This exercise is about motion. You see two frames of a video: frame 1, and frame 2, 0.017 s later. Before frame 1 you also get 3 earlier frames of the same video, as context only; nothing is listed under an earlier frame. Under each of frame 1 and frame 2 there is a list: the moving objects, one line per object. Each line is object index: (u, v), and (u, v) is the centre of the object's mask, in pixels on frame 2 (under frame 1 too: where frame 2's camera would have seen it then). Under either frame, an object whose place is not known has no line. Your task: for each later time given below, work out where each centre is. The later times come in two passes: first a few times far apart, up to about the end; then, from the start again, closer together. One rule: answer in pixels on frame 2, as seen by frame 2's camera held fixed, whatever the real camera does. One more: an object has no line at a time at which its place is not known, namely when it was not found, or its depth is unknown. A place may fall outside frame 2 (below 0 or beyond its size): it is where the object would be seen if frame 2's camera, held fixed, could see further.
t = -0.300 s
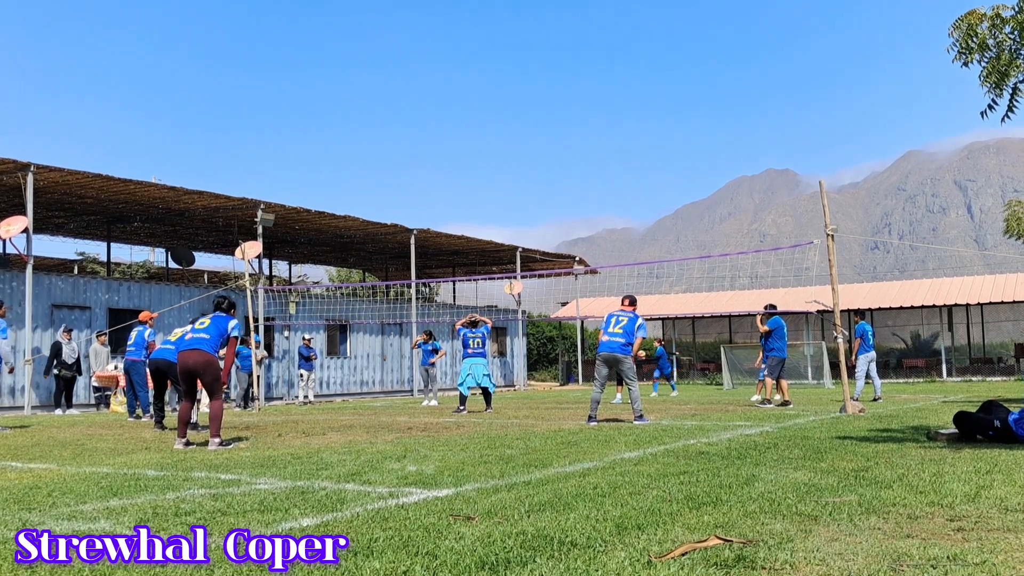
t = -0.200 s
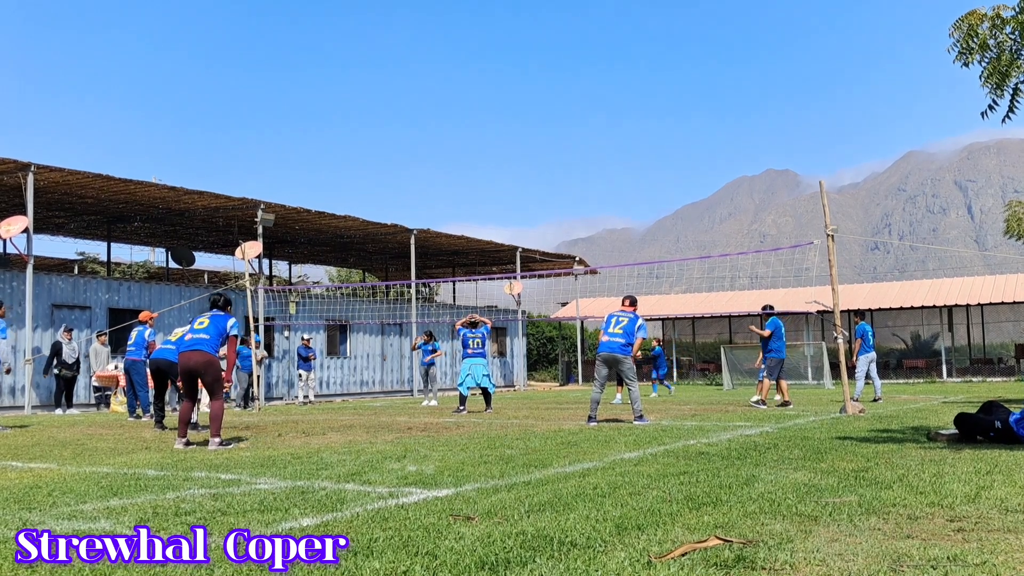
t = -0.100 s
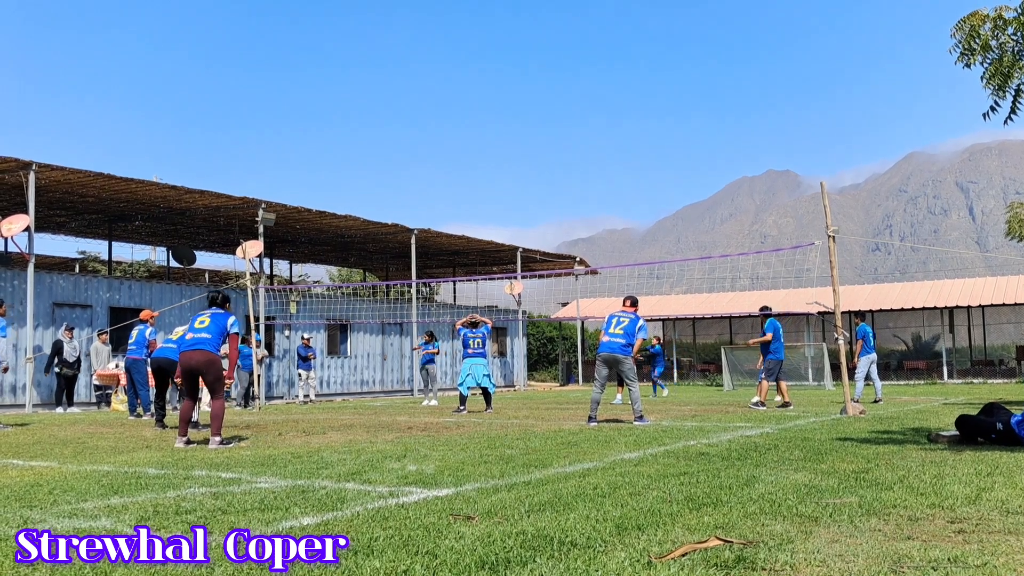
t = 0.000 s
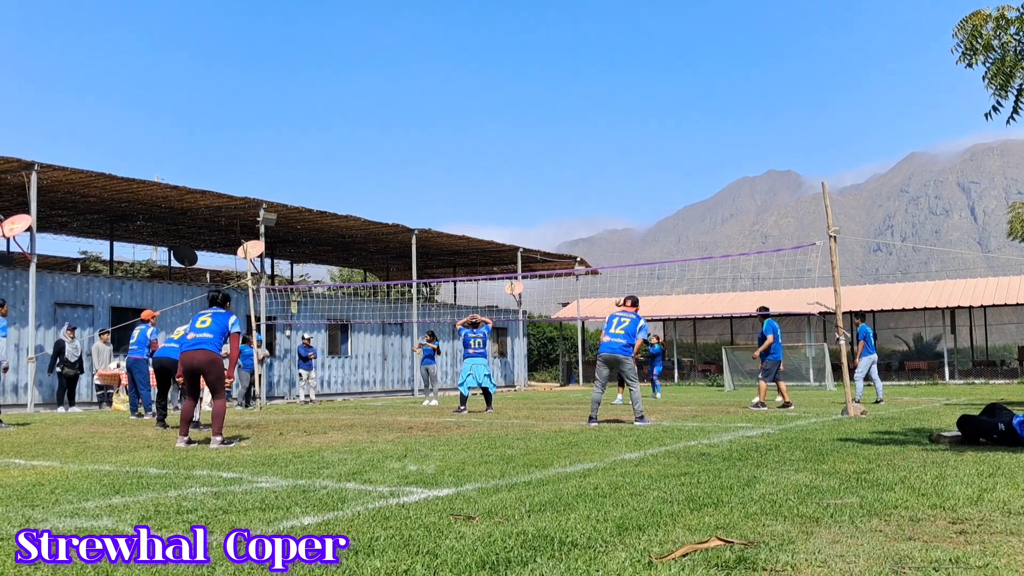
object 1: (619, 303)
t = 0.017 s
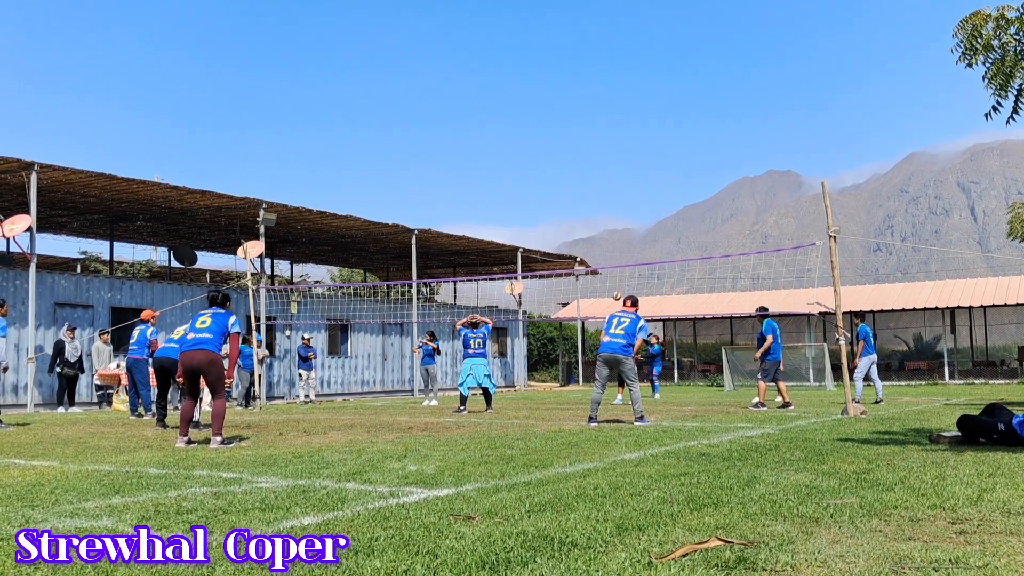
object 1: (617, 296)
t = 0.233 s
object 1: (586, 217)
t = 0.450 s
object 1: (548, 149)
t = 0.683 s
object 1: (501, 92)
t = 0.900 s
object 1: (456, 57)
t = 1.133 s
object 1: (401, 46)
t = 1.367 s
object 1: (339, 72)
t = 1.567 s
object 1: (278, 133)
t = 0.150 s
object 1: (598, 246)
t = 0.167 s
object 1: (596, 240)
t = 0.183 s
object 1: (593, 234)
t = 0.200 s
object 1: (591, 228)
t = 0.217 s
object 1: (588, 222)
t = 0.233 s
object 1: (586, 217)
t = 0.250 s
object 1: (583, 211)
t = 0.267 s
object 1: (580, 205)
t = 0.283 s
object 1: (577, 200)
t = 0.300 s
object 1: (575, 194)
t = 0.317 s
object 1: (572, 189)
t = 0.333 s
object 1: (569, 184)
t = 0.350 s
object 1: (566, 178)
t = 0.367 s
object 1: (564, 173)
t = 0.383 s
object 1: (561, 168)
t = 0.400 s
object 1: (558, 163)
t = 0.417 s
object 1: (555, 158)
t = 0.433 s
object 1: (552, 153)
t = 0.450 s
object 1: (548, 149)
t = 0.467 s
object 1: (546, 144)
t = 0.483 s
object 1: (542, 139)
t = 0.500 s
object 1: (539, 135)
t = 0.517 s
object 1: (536, 130)
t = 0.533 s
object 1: (532, 126)
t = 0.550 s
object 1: (529, 122)
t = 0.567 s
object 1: (526, 118)
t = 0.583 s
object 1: (522, 114)
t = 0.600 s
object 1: (519, 110)
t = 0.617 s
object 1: (515, 106)
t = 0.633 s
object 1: (511, 103)
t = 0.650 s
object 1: (508, 99)
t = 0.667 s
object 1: (504, 95)
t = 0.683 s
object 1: (501, 92)
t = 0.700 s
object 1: (497, 89)
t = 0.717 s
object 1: (494, 86)
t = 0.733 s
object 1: (491, 83)
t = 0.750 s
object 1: (487, 79)
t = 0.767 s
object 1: (484, 77)
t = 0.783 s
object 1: (480, 74)
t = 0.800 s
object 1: (477, 71)
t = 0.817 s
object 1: (473, 69)
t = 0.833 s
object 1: (470, 66)
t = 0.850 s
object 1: (466, 64)
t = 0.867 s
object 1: (463, 61)
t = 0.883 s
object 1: (459, 59)
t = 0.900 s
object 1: (456, 57)
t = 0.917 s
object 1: (452, 55)
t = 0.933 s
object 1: (449, 53)
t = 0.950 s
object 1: (445, 51)
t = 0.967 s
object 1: (441, 50)
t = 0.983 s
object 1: (437, 49)
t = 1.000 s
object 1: (433, 48)
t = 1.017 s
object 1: (429, 47)
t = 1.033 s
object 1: (425, 46)
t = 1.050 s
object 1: (421, 46)
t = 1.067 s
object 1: (417, 45)
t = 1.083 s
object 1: (413, 45)
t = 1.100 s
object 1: (409, 45)
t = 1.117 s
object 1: (405, 45)
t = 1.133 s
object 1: (401, 46)
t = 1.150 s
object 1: (397, 46)
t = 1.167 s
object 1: (393, 46)
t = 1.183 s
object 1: (388, 47)
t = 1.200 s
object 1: (384, 49)
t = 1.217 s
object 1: (380, 50)
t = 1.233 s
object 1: (376, 51)
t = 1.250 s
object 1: (371, 53)
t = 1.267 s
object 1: (367, 55)
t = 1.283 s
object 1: (362, 57)
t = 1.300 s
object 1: (358, 60)
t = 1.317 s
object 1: (353, 62)
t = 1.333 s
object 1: (348, 65)
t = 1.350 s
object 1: (344, 68)
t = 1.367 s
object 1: (339, 72)
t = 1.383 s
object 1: (334, 76)
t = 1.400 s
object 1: (330, 79)
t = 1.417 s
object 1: (324, 83)
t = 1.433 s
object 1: (319, 88)
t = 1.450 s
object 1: (314, 92)
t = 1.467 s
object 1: (310, 97)
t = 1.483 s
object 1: (305, 103)
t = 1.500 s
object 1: (299, 108)
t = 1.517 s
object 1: (294, 114)
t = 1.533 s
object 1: (289, 120)
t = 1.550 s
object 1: (284, 127)
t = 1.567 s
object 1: (278, 133)
